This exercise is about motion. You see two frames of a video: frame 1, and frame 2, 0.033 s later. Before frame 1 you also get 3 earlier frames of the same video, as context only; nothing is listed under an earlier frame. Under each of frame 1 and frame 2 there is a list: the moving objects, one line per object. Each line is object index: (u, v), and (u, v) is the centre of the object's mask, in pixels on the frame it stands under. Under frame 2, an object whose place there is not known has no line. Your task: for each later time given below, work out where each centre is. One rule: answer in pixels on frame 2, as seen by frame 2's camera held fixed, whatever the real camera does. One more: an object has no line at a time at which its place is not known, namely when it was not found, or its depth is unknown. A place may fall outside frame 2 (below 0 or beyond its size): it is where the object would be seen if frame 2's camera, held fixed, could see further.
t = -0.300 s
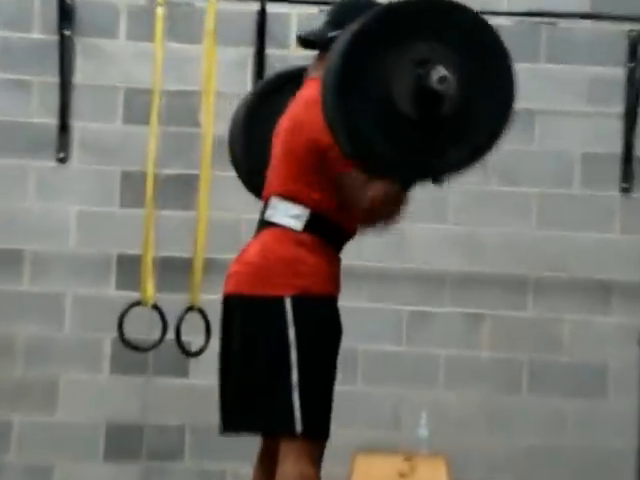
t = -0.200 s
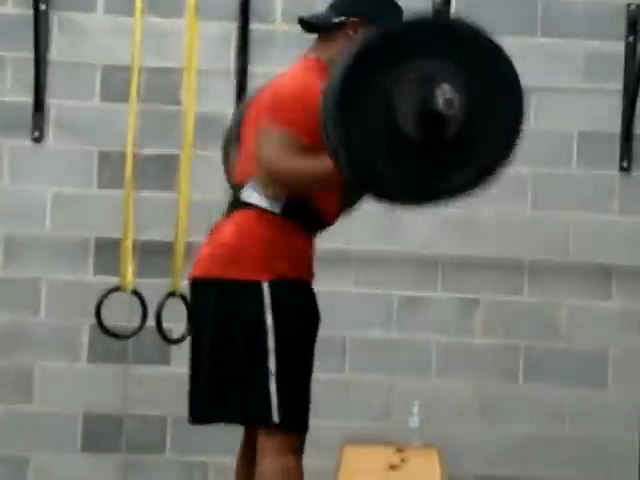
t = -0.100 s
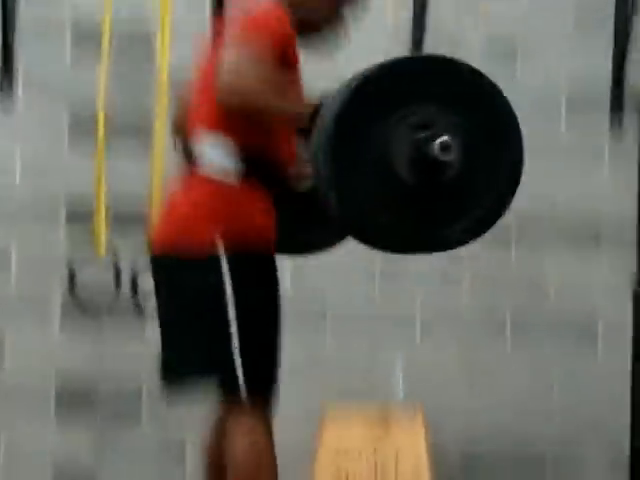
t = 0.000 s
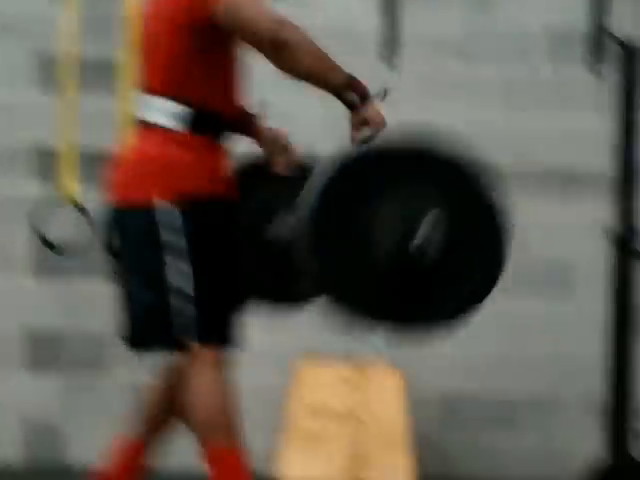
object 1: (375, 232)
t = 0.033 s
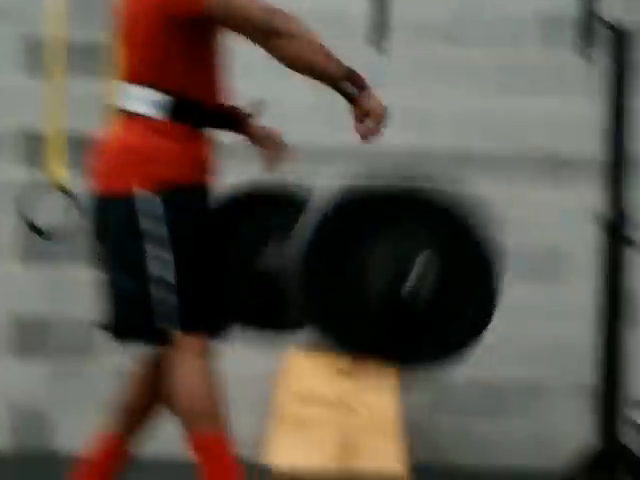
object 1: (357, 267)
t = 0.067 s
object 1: (359, 322)
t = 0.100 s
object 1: (359, 386)
